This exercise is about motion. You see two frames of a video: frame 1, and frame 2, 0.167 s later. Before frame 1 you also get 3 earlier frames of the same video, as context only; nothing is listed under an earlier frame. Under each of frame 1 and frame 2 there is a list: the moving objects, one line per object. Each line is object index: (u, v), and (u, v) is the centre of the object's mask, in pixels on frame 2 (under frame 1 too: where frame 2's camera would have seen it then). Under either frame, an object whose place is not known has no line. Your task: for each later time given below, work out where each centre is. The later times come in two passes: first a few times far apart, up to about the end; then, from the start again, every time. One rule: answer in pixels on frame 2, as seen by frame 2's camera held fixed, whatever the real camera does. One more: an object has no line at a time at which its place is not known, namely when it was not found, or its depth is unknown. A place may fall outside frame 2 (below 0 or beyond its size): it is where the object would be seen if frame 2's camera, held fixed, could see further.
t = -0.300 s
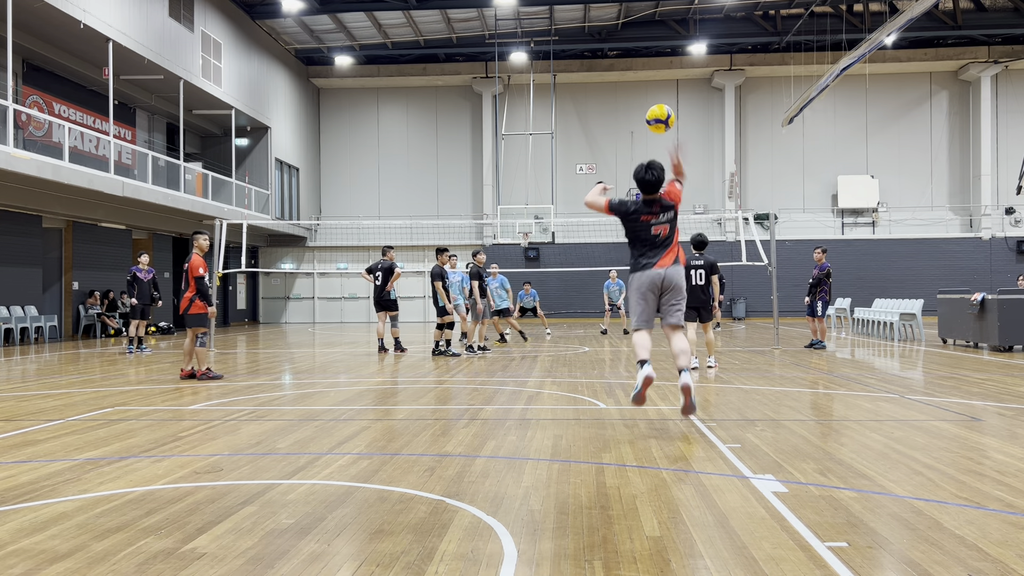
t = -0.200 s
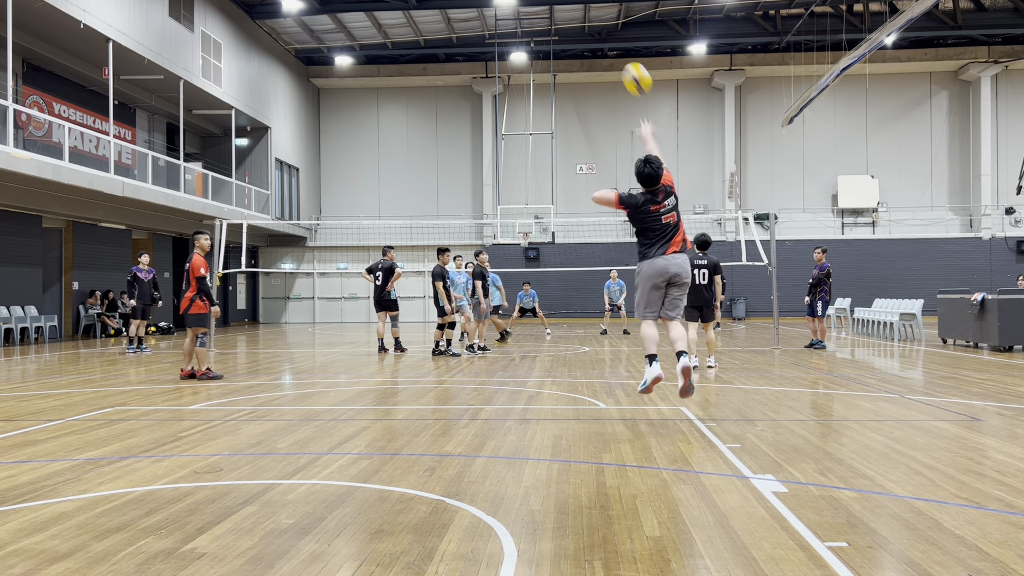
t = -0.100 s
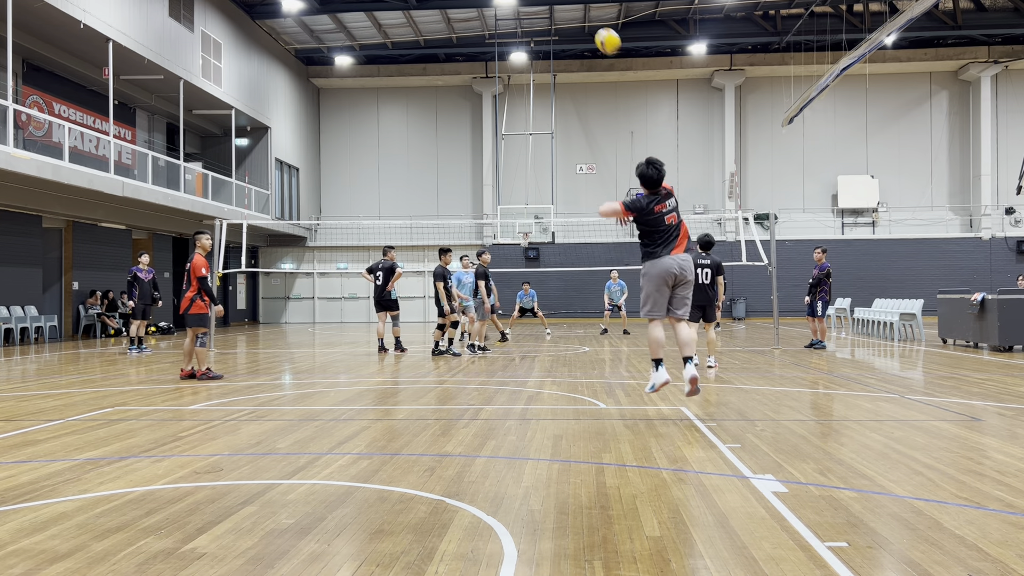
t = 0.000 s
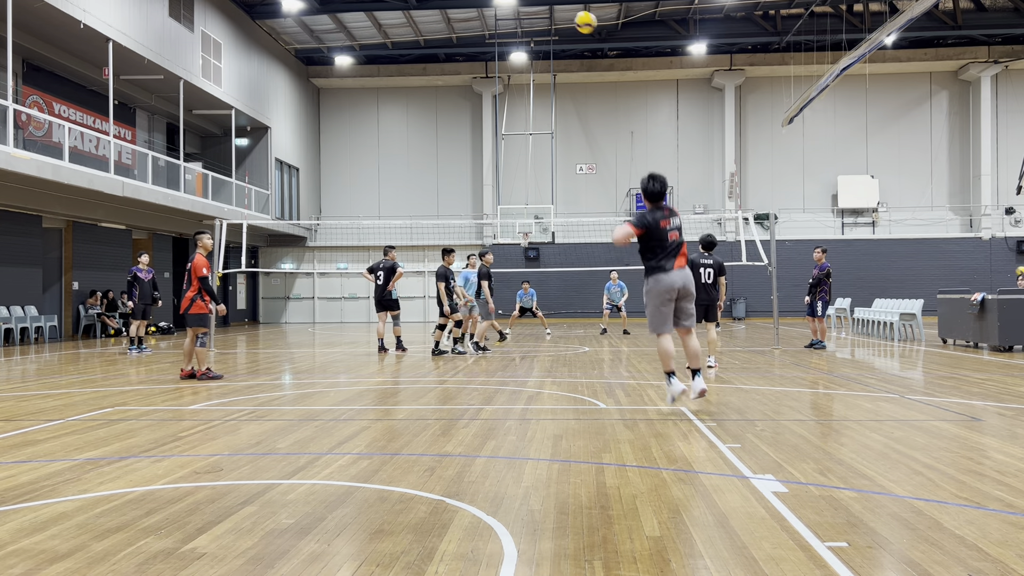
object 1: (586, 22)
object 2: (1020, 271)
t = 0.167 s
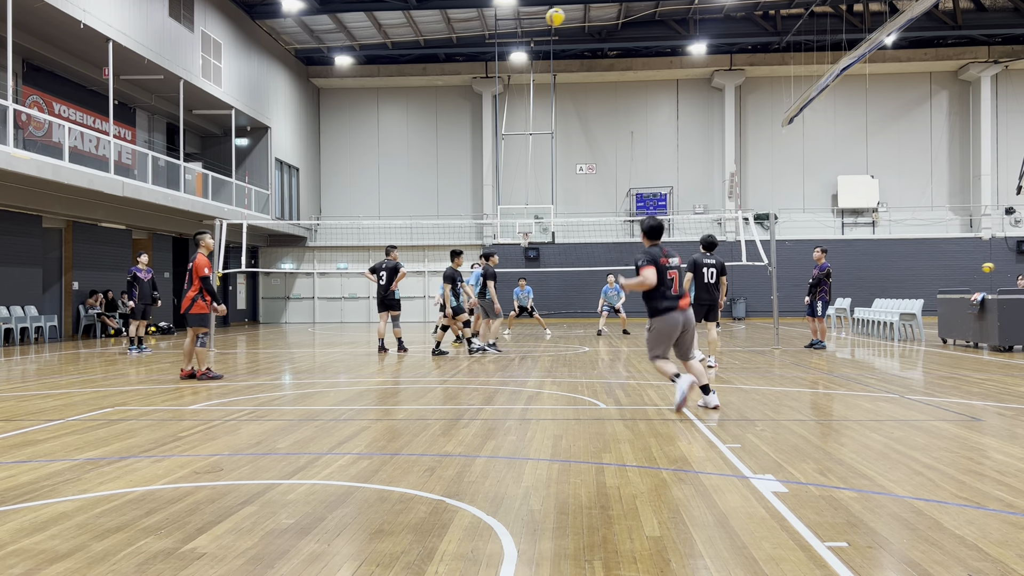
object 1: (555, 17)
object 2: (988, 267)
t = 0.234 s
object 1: (546, 21)
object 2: (975, 270)
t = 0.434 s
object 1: (522, 46)
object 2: (939, 286)
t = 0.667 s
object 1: (504, 95)
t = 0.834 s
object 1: (495, 139)
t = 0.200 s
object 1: (550, 18)
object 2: (981, 268)
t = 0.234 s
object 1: (546, 21)
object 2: (975, 270)
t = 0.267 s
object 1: (541, 24)
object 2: (969, 271)
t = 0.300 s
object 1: (537, 28)
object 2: (962, 273)
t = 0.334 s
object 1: (533, 32)
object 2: (957, 276)
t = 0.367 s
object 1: (529, 37)
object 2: (950, 279)
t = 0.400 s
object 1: (525, 42)
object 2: (945, 282)
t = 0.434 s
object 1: (522, 46)
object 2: (939, 286)
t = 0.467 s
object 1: (518, 53)
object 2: (933, 290)
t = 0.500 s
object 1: (515, 59)
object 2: (928, 295)
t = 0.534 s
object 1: (513, 66)
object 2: (924, 298)
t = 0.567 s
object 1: (510, 72)
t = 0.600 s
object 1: (508, 80)
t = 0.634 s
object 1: (506, 87)
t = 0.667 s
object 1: (504, 95)
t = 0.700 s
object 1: (502, 103)
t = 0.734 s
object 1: (500, 112)
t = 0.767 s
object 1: (499, 121)
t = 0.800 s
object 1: (497, 130)
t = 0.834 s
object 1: (495, 139)
